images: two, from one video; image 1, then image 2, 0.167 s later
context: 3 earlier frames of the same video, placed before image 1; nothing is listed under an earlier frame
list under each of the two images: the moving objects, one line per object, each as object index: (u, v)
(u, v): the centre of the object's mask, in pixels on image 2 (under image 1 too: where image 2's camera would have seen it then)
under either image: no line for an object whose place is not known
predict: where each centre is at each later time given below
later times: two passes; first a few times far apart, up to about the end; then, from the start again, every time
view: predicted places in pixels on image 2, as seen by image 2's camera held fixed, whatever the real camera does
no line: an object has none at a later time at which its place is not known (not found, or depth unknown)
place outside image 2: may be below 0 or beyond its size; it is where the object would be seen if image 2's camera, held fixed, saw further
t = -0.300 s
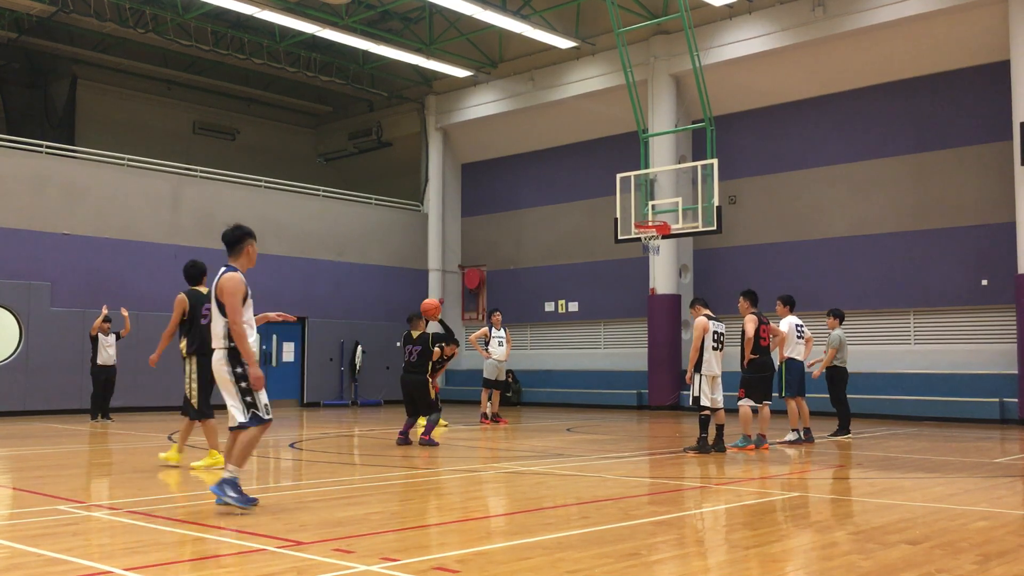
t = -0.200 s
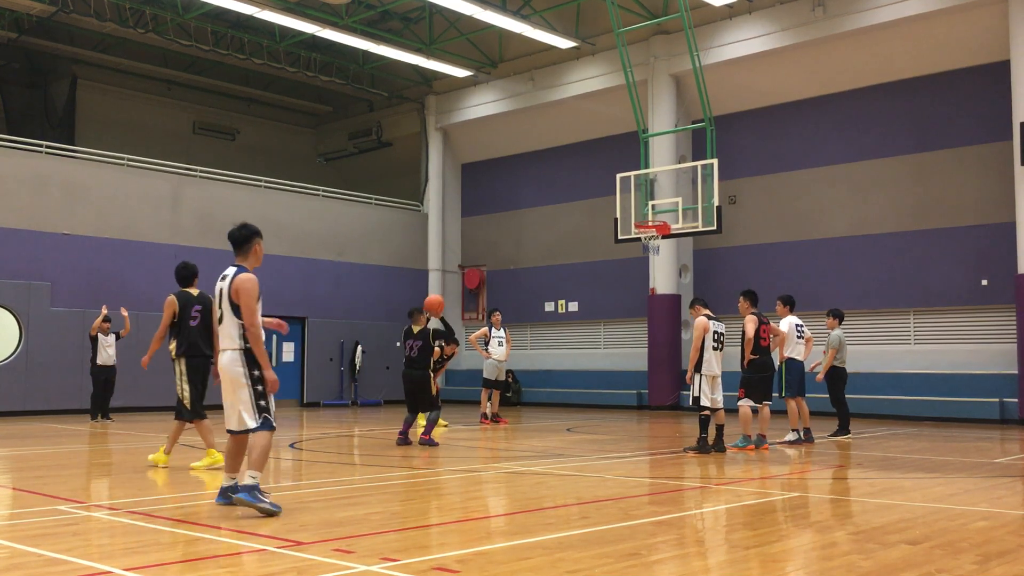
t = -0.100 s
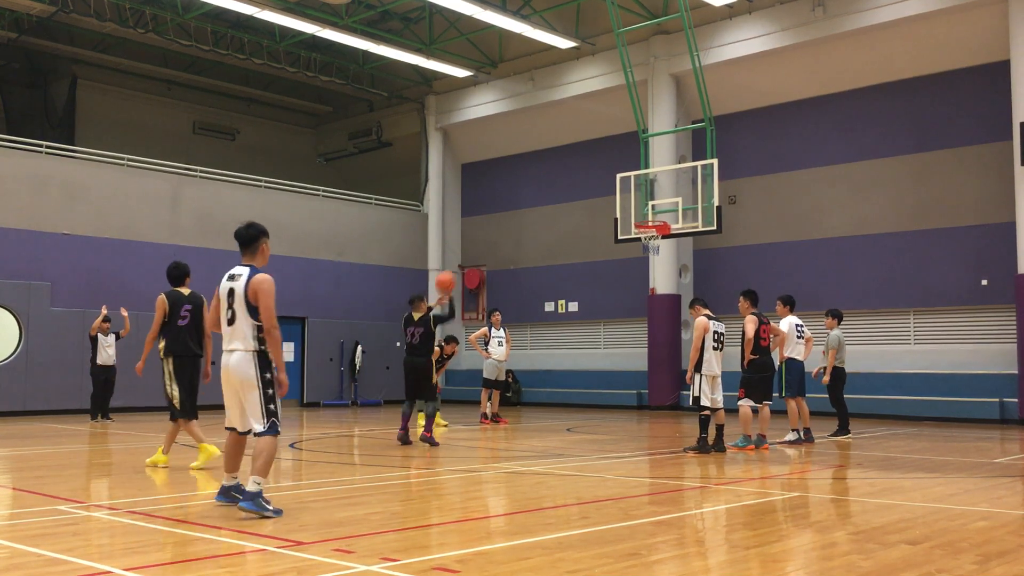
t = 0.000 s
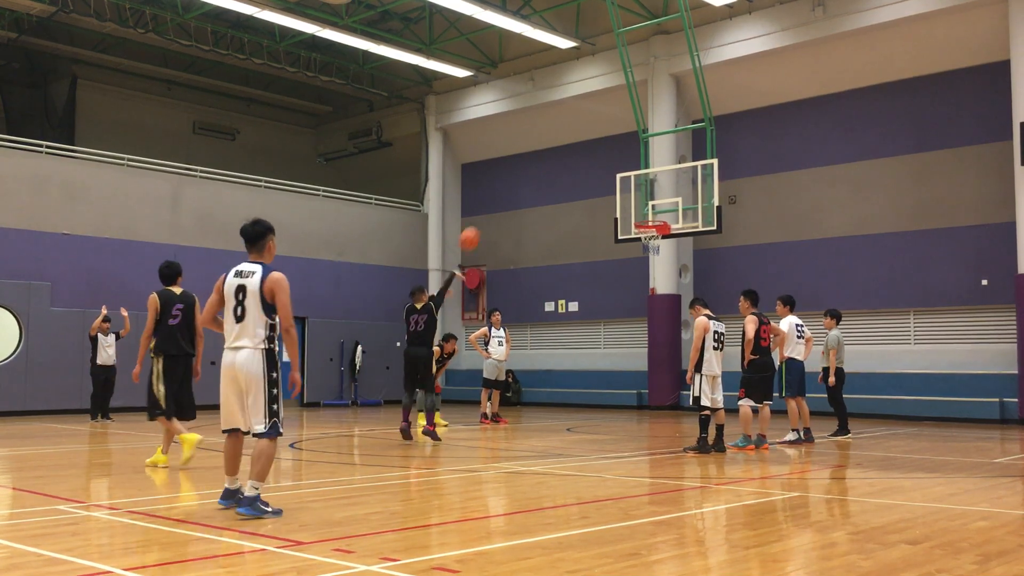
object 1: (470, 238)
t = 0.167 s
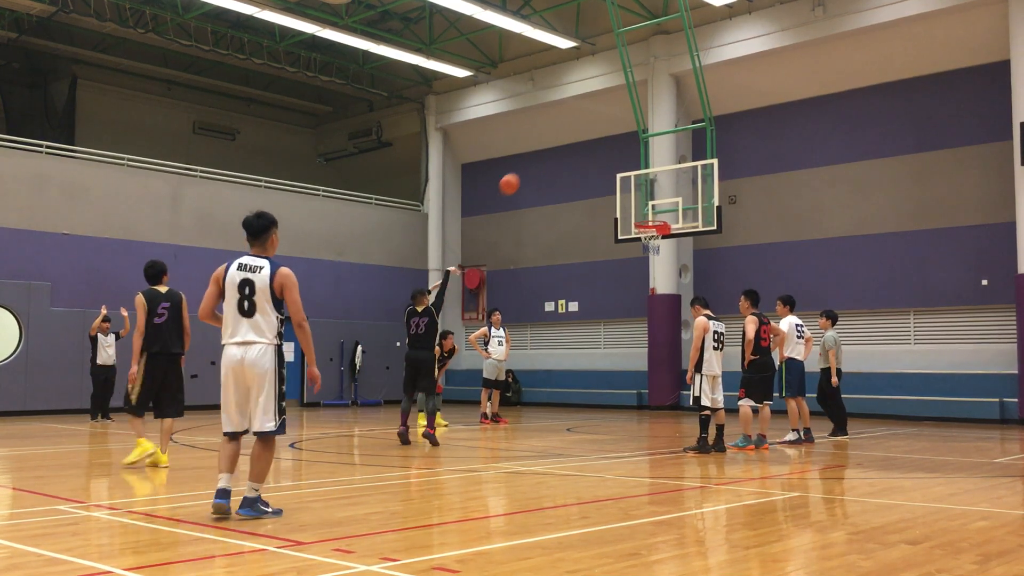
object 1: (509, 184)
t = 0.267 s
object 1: (532, 163)
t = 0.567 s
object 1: (591, 147)
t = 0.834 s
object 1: (637, 183)
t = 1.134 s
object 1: (656, 189)
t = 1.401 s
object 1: (648, 183)
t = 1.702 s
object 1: (646, 217)
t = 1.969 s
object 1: (654, 203)
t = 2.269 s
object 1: (645, 219)
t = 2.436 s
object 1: (658, 240)
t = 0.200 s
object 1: (517, 176)
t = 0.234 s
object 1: (524, 169)
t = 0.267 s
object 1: (532, 163)
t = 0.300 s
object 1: (539, 158)
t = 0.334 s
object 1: (546, 154)
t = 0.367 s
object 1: (552, 150)
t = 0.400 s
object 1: (559, 148)
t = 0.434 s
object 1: (566, 146)
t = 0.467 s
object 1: (572, 145)
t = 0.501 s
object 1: (579, 145)
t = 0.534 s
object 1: (585, 145)
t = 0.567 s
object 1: (591, 147)
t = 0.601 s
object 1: (597, 149)
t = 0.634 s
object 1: (603, 152)
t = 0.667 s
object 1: (609, 155)
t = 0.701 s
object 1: (615, 159)
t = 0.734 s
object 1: (620, 164)
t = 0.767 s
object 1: (626, 169)
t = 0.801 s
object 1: (632, 176)
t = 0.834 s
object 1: (637, 183)
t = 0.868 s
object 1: (643, 190)
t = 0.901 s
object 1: (648, 198)
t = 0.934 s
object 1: (654, 207)
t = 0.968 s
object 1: (659, 216)
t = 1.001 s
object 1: (660, 210)
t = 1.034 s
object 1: (659, 204)
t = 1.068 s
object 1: (658, 198)
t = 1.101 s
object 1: (657, 193)
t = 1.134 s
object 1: (656, 189)
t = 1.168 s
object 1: (655, 186)
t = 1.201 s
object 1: (654, 183)
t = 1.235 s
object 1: (653, 182)
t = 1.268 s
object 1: (652, 180)
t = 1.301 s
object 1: (651, 180)
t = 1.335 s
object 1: (650, 180)
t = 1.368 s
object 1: (649, 180)
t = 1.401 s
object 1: (648, 183)
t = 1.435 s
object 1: (647, 184)
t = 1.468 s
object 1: (646, 187)
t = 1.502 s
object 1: (645, 191)
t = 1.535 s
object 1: (644, 195)
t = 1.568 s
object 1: (642, 200)
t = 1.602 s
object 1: (642, 206)
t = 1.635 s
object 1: (641, 213)
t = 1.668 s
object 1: (641, 218)
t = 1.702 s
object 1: (646, 217)
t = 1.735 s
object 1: (651, 217)
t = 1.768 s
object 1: (656, 217)
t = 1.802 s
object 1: (660, 217)
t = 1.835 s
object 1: (659, 213)
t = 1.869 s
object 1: (657, 210)
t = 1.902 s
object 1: (656, 207)
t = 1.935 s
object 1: (655, 205)
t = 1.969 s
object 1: (654, 203)
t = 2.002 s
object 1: (652, 203)
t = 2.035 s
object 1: (651, 203)
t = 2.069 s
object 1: (649, 204)
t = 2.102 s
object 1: (648, 205)
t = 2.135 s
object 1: (647, 207)
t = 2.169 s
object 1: (645, 211)
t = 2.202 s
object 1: (644, 214)
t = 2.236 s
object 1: (643, 218)
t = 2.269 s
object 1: (645, 219)
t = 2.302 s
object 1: (647, 223)
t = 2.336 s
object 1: (650, 226)
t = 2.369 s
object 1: (653, 229)
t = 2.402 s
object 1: (655, 235)
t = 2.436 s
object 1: (658, 240)
